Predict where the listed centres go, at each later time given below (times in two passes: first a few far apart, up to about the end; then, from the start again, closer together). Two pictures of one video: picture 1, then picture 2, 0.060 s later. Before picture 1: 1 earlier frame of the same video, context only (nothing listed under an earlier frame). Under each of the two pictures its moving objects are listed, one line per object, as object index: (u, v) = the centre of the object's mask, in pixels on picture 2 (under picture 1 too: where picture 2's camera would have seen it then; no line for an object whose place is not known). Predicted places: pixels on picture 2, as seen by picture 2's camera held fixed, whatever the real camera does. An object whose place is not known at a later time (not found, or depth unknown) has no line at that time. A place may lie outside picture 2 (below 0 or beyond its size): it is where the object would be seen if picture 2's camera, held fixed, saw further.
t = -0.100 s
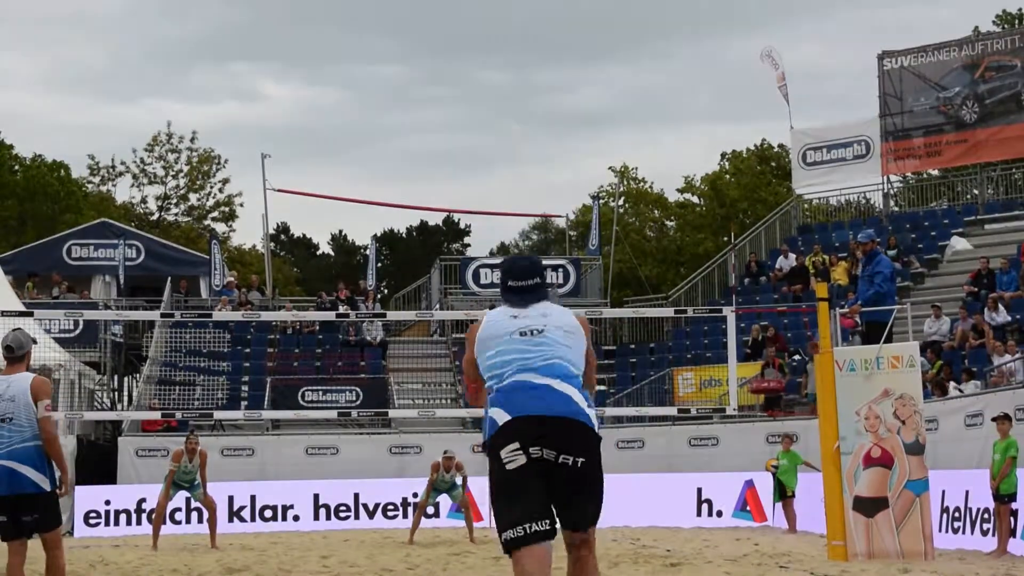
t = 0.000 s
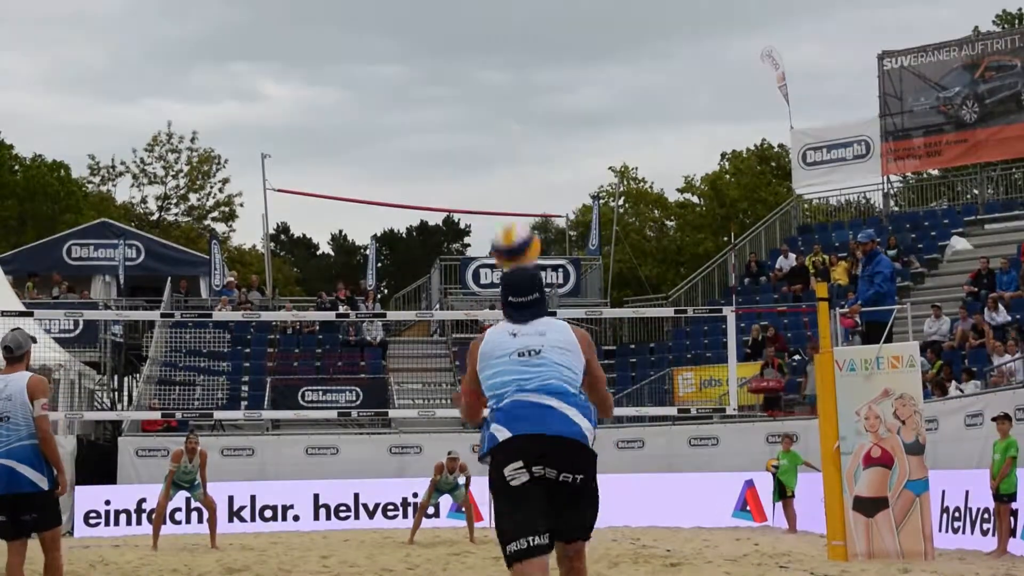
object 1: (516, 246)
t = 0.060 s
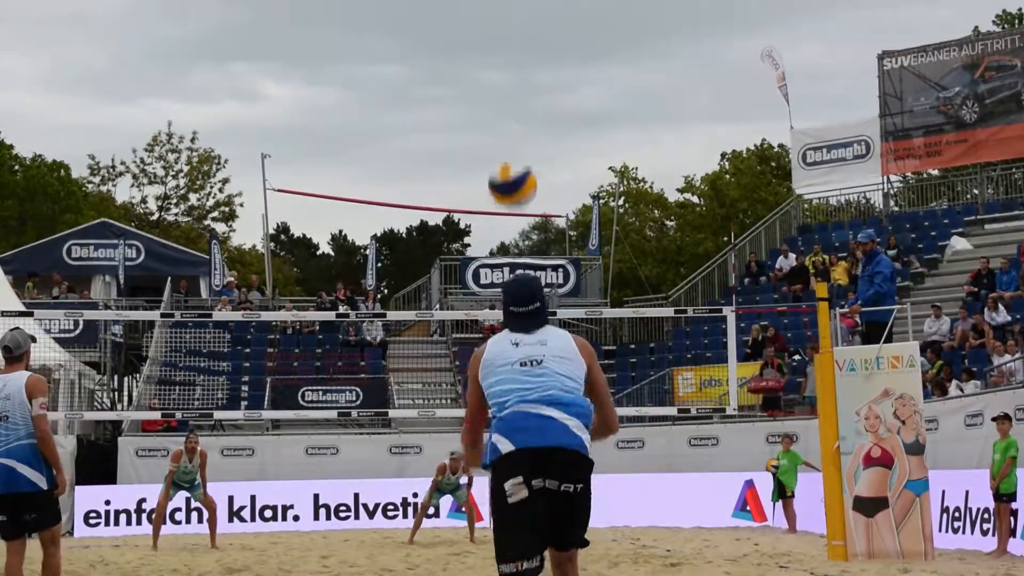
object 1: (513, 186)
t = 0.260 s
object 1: (503, 42)
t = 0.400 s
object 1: (498, 9)
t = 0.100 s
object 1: (511, 148)
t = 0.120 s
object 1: (510, 131)
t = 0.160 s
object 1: (508, 101)
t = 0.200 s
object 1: (506, 75)
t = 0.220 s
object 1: (505, 63)
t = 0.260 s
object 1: (503, 42)
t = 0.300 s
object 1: (502, 25)
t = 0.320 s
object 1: (501, 20)
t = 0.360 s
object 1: (499, 13)
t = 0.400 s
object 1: (498, 9)
